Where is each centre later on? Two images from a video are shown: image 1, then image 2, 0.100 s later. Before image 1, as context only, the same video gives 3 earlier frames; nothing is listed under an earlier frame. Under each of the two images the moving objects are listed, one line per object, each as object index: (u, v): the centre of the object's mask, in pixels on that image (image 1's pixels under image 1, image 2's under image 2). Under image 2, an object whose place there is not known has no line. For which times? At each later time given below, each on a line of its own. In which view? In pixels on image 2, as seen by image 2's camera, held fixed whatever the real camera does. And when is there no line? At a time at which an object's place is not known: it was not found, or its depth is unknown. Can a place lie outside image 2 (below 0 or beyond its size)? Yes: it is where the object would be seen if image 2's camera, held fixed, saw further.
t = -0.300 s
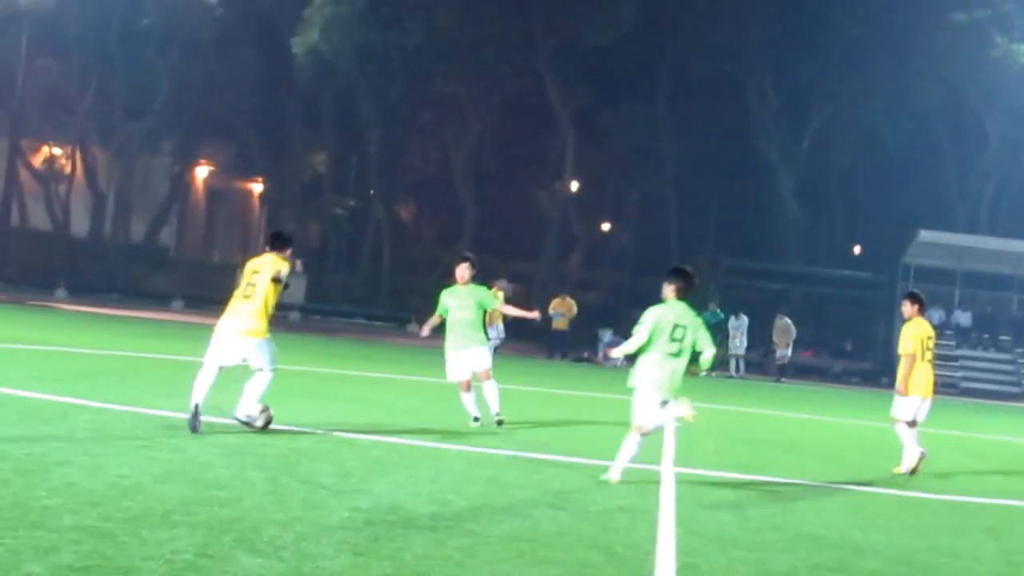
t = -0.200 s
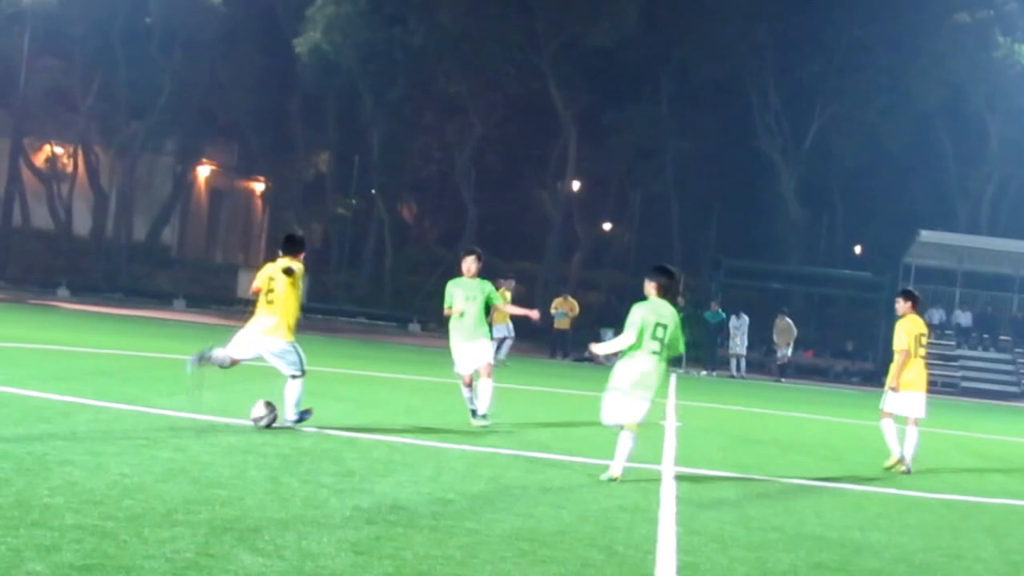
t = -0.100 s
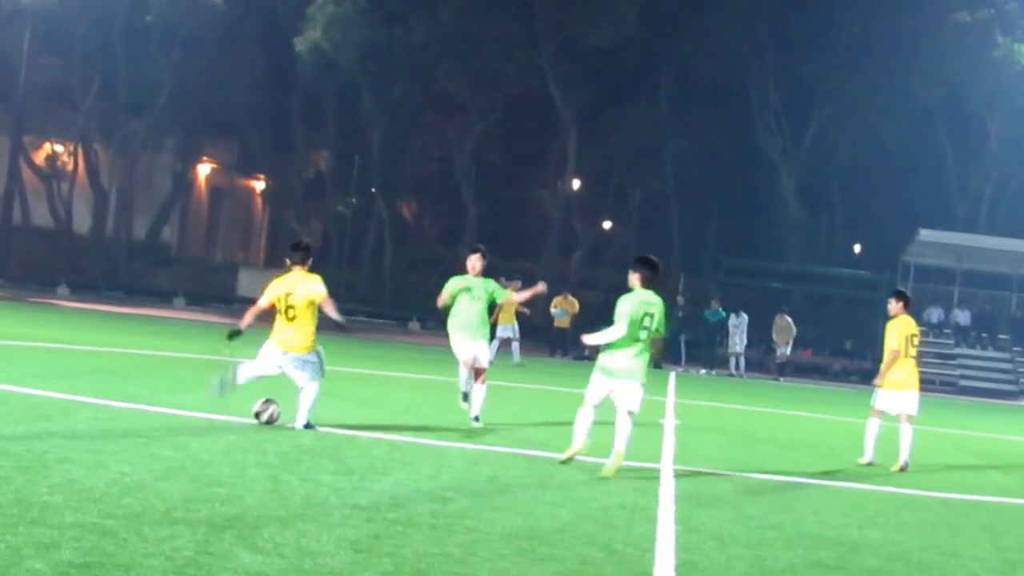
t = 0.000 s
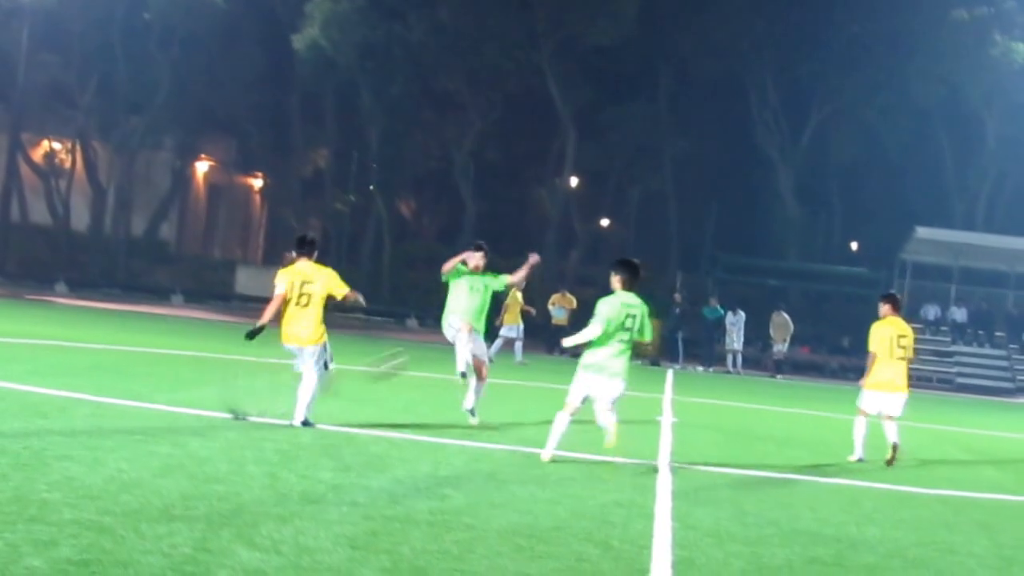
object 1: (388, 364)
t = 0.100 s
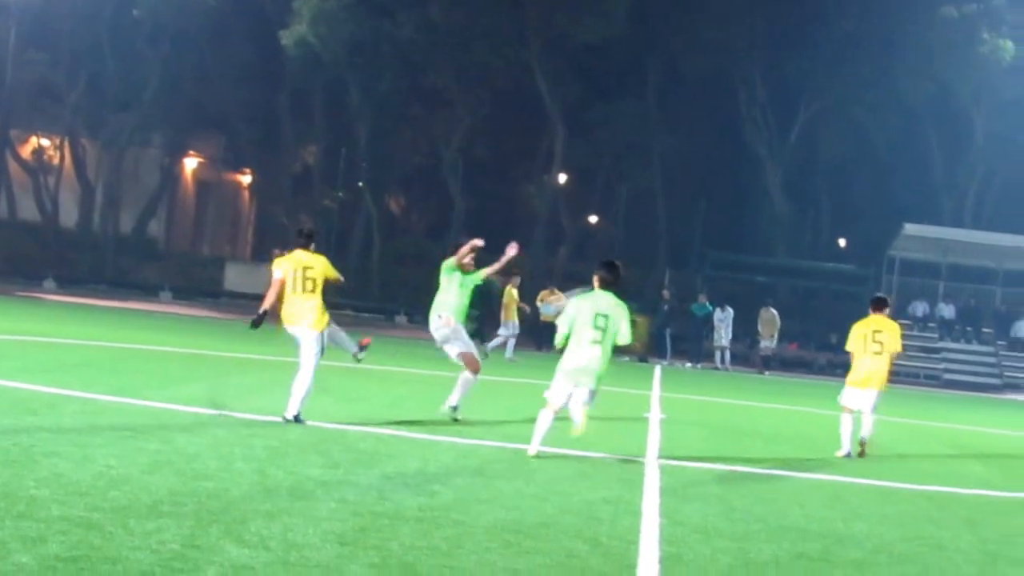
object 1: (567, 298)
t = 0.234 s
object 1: (791, 245)
